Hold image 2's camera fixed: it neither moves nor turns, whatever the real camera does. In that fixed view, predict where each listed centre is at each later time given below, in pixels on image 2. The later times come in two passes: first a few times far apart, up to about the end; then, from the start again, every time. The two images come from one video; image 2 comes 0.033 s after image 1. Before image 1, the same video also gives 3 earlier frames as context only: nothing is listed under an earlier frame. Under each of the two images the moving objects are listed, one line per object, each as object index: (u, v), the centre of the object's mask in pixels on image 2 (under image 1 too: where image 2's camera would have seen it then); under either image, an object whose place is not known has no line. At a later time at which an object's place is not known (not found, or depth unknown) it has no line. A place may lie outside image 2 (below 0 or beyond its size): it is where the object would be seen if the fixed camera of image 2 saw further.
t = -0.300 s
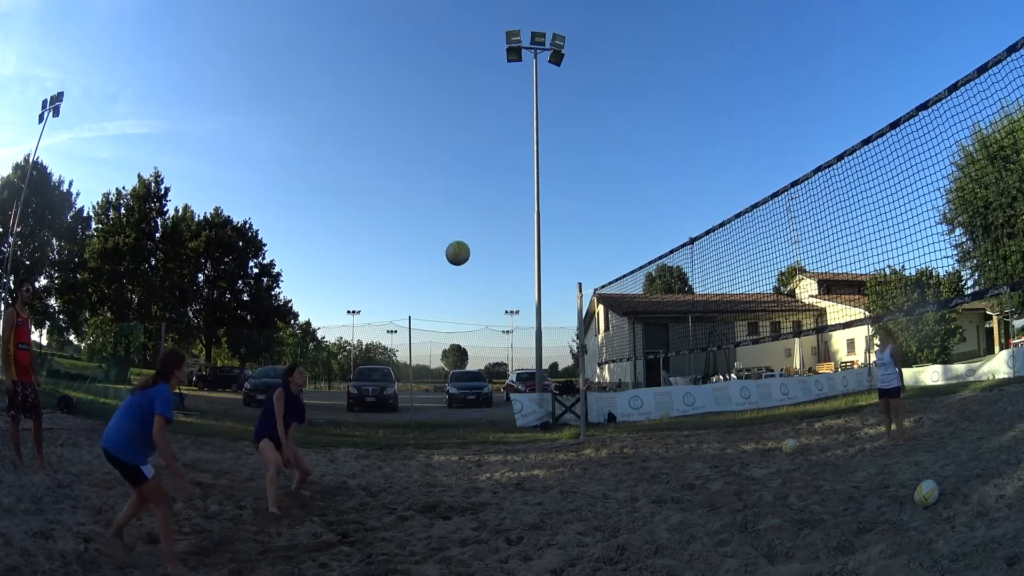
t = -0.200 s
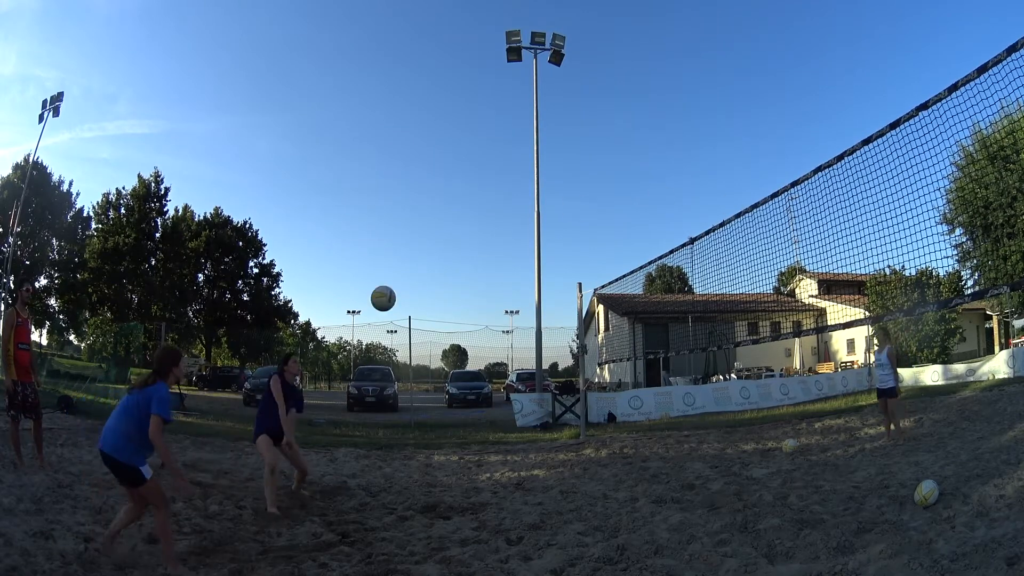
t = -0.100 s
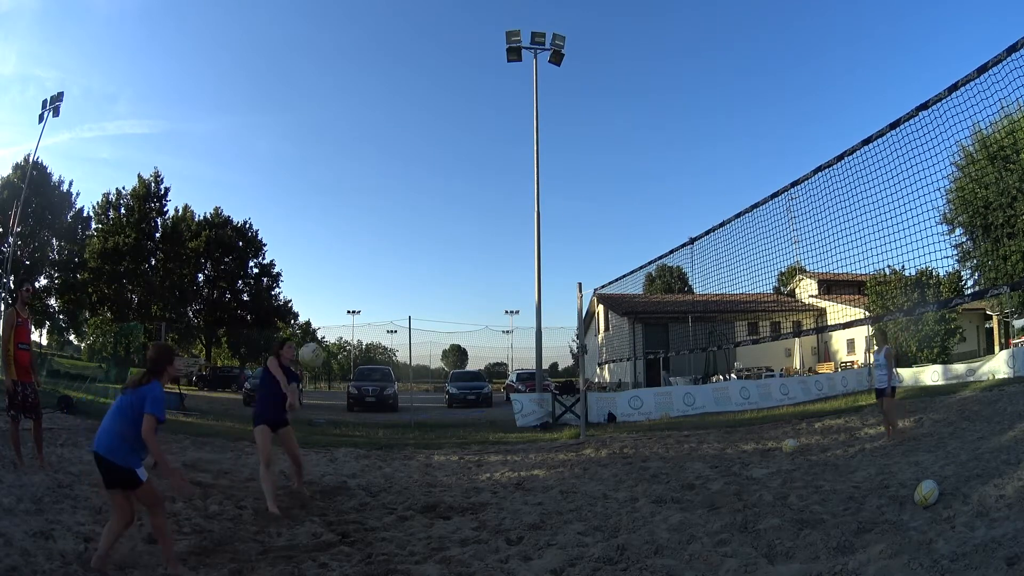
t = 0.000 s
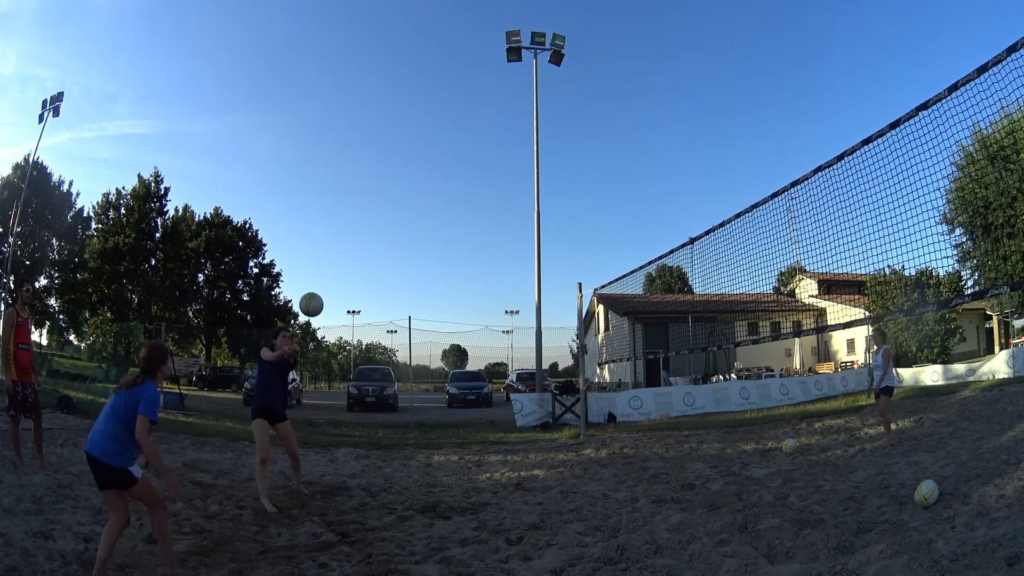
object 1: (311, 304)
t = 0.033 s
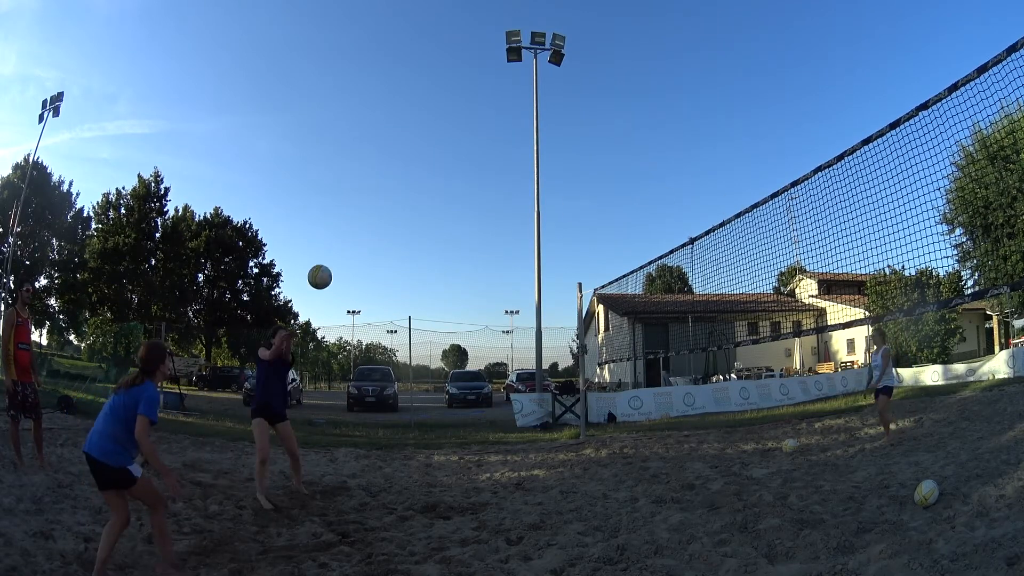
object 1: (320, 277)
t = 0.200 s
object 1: (365, 163)
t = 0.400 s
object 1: (416, 78)
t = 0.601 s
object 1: (458, 36)
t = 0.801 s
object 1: (496, 25)
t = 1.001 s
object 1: (535, 45)
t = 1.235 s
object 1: (586, 116)
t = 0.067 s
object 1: (328, 251)
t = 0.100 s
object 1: (337, 226)
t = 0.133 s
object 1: (346, 203)
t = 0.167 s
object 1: (356, 182)
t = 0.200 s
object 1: (365, 163)
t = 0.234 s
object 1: (374, 145)
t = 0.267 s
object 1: (383, 129)
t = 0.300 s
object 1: (392, 114)
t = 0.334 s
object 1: (400, 101)
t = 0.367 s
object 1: (408, 89)
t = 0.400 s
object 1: (416, 78)
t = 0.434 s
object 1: (423, 68)
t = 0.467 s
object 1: (431, 60)
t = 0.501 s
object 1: (438, 52)
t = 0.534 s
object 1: (445, 46)
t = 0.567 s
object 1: (452, 40)
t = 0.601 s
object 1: (458, 36)
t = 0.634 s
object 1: (465, 32)
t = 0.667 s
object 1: (471, 29)
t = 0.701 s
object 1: (478, 27)
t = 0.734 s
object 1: (484, 26)
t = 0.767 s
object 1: (490, 25)
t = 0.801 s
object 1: (496, 25)
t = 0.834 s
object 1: (502, 26)
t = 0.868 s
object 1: (509, 28)
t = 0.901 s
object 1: (515, 31)
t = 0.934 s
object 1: (522, 34)
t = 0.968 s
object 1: (527, 39)
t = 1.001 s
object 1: (535, 45)
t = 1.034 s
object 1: (541, 51)
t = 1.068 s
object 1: (549, 59)
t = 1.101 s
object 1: (555, 67)
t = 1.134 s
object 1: (563, 78)
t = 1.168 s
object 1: (570, 89)
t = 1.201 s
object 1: (578, 102)
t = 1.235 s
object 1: (586, 116)
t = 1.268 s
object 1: (594, 133)
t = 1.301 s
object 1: (602, 151)
